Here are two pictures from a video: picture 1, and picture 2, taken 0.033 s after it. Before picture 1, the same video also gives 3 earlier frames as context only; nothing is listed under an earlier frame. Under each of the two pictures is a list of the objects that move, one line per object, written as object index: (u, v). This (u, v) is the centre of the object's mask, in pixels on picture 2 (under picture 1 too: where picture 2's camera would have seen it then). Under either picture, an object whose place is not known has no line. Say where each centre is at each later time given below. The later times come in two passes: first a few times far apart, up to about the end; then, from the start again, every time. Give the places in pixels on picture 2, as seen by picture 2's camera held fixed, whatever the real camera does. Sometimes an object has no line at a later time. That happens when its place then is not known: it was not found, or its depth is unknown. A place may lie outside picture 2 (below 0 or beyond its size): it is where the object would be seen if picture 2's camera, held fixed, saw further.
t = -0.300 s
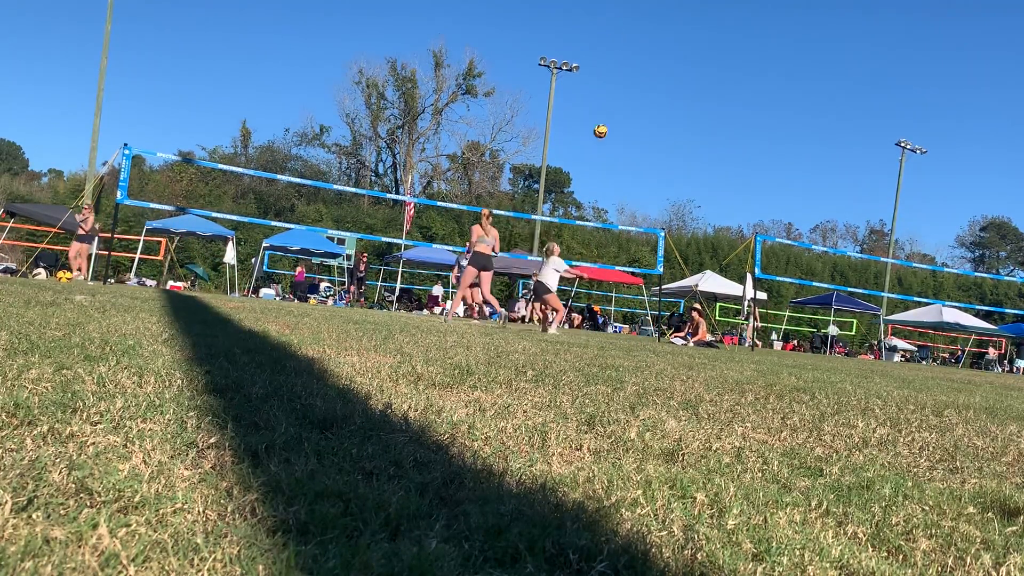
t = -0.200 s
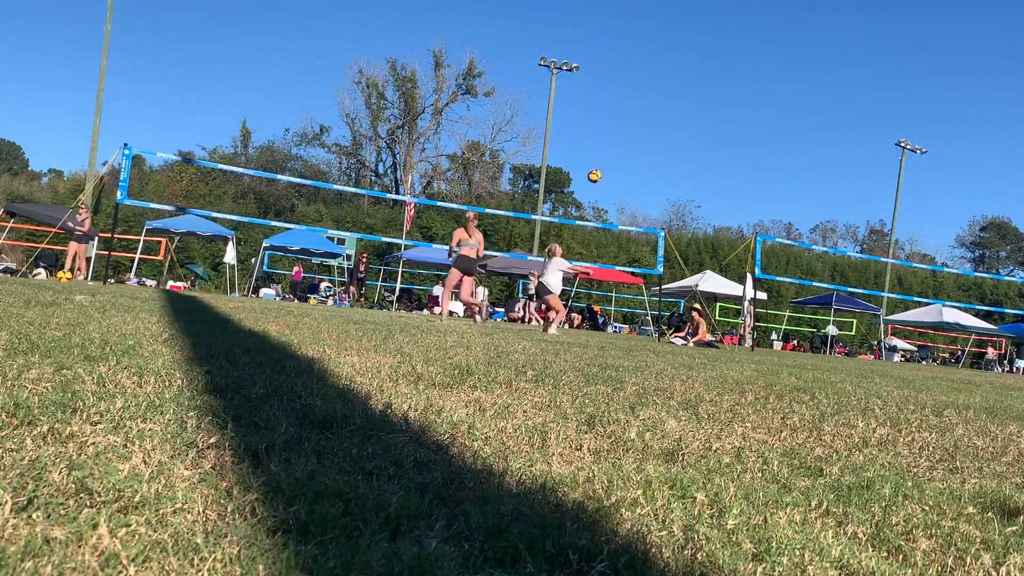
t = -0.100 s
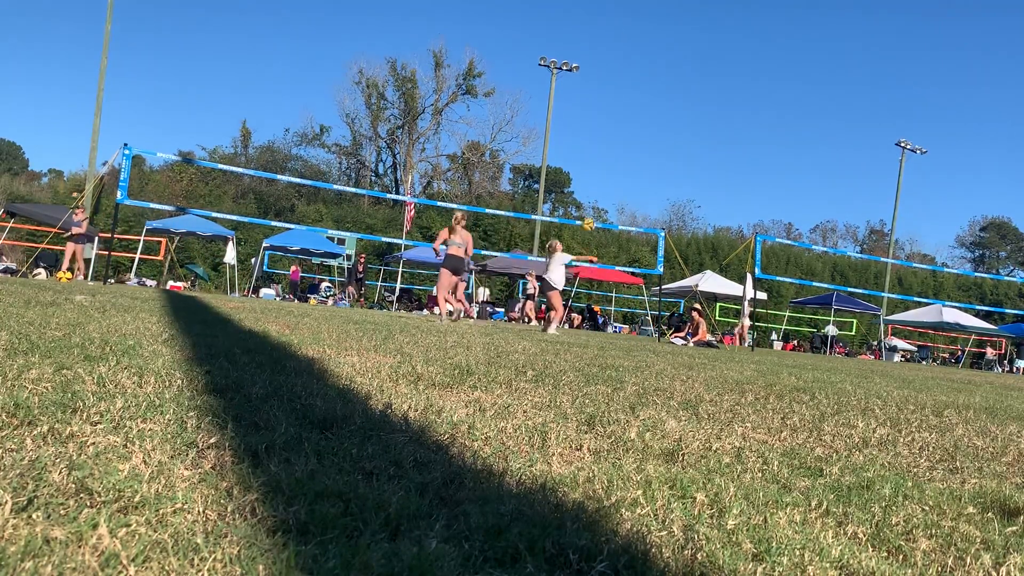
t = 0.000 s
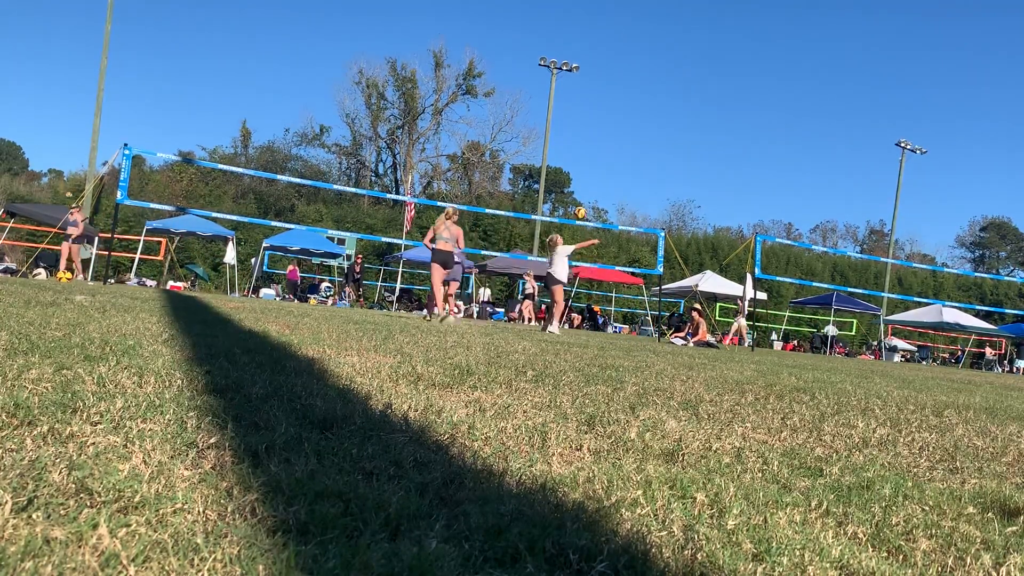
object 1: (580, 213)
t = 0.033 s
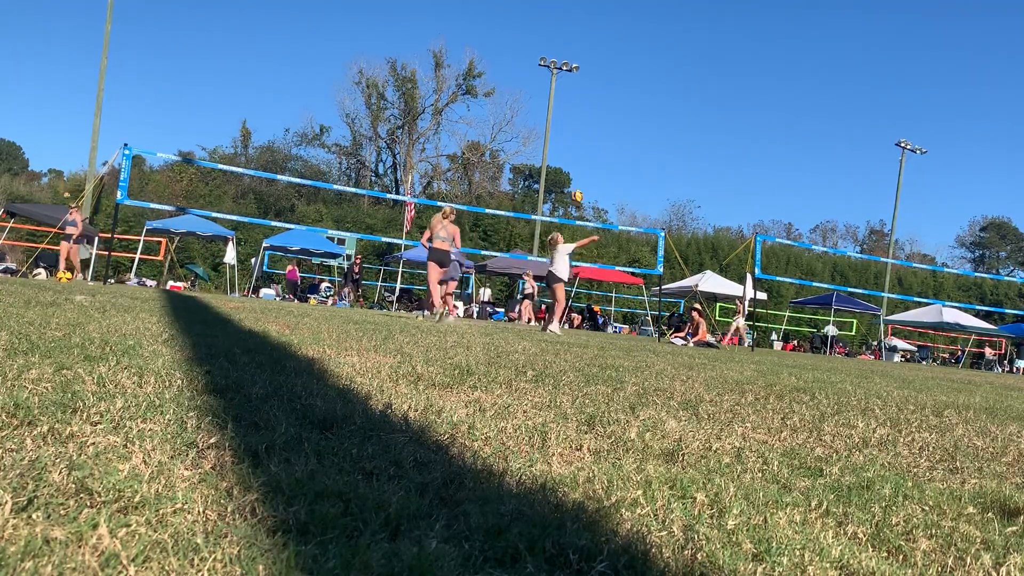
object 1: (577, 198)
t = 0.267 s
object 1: (553, 101)
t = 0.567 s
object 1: (519, 31)
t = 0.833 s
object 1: (486, 14)
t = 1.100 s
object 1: (449, 39)
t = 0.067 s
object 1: (573, 180)
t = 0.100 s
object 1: (570, 165)
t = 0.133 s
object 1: (566, 151)
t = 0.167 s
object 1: (563, 137)
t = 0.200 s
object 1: (560, 125)
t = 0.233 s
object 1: (557, 113)
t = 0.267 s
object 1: (553, 101)
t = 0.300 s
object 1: (550, 90)
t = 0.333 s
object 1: (546, 80)
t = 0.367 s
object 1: (542, 71)
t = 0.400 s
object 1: (539, 62)
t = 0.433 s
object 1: (535, 55)
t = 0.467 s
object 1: (531, 48)
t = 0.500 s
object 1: (527, 41)
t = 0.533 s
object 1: (523, 35)
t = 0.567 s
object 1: (519, 31)
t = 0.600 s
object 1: (516, 26)
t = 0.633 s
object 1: (512, 23)
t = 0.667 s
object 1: (508, 20)
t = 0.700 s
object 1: (503, 17)
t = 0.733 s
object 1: (499, 15)
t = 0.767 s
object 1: (495, 14)
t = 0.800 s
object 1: (491, 14)
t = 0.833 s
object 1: (486, 14)
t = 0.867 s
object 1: (482, 15)
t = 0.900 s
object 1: (477, 17)
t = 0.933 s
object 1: (473, 19)
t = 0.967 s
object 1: (468, 22)
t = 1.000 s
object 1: (463, 25)
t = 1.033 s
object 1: (459, 29)
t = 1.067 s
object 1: (454, 34)
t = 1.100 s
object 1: (449, 39)
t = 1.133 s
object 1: (445, 45)
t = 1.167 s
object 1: (440, 52)
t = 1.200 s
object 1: (435, 60)
